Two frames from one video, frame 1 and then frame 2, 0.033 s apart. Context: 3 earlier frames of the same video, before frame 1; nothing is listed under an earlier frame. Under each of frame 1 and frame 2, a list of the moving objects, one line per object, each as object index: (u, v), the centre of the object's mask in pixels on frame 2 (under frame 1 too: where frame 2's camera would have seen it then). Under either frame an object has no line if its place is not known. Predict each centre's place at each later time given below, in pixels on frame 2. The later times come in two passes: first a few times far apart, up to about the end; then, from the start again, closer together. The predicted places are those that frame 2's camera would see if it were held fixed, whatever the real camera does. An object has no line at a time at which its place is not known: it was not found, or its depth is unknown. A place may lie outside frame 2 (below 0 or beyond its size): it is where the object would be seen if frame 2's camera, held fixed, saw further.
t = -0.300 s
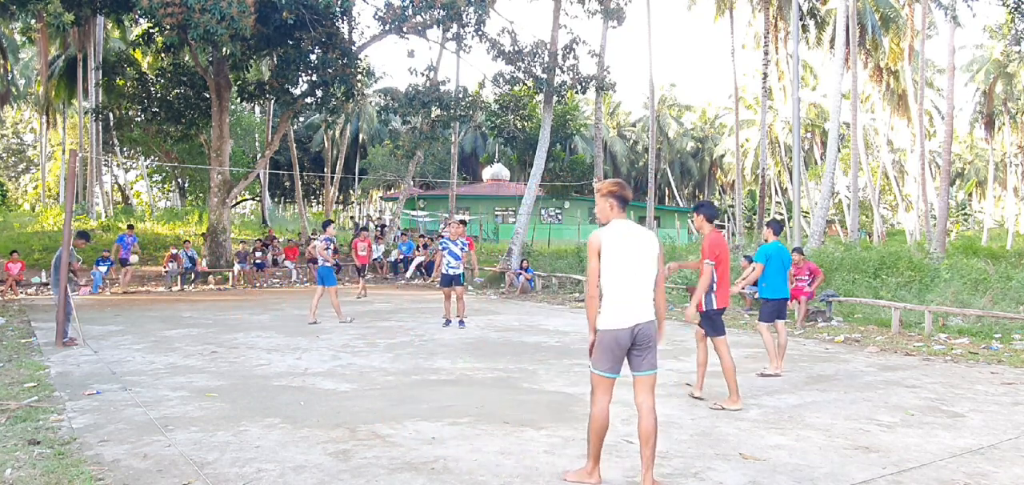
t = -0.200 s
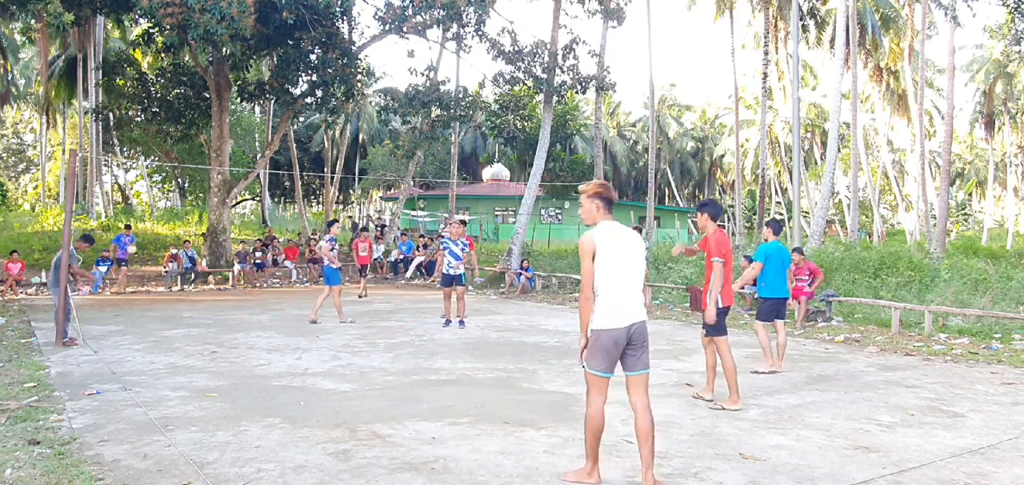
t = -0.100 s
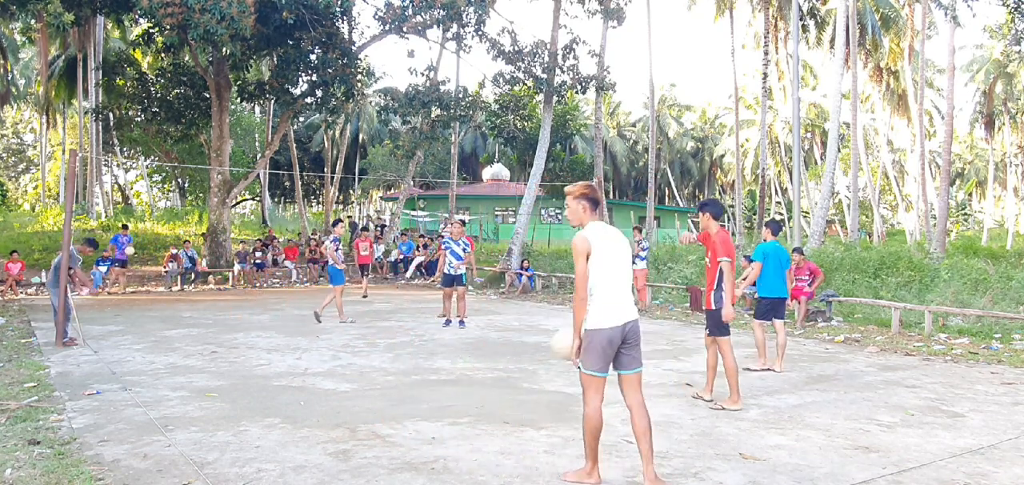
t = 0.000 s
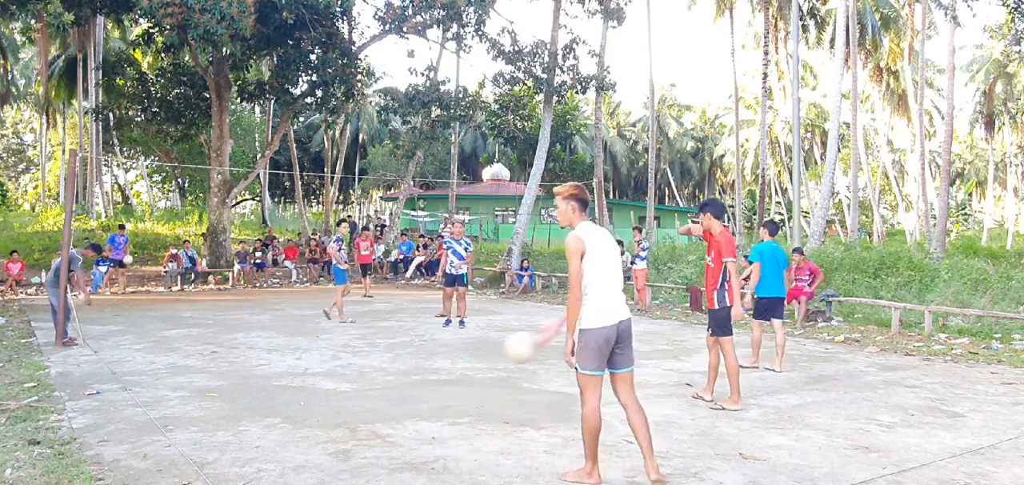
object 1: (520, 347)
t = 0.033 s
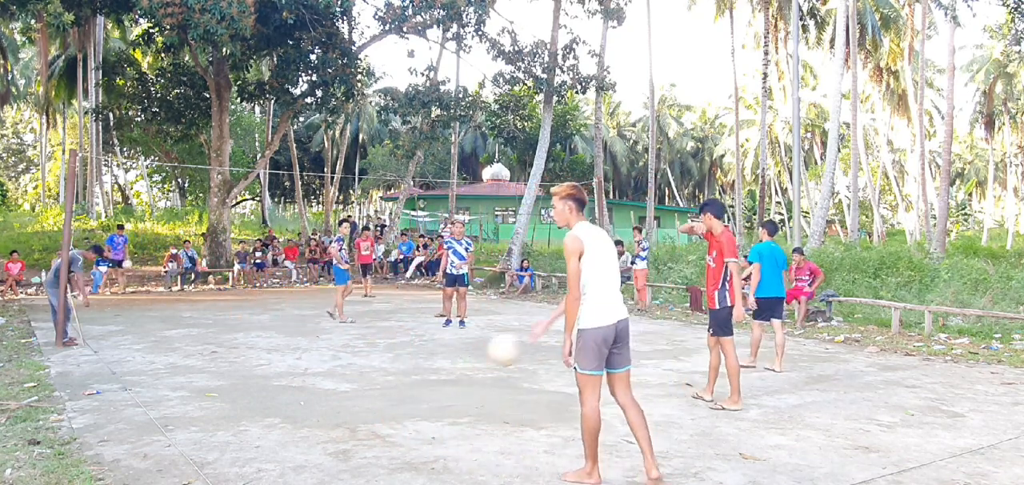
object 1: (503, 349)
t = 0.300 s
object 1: (372, 431)
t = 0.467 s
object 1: (304, 405)
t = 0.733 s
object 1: (203, 372)
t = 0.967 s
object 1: (112, 431)
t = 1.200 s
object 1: (8, 451)
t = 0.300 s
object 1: (372, 431)
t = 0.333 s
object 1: (356, 453)
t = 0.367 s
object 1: (343, 449)
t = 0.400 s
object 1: (331, 433)
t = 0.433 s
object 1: (317, 418)
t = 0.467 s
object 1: (304, 405)
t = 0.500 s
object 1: (292, 397)
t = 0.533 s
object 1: (279, 388)
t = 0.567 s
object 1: (267, 381)
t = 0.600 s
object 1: (254, 375)
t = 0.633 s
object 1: (241, 372)
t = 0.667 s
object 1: (228, 370)
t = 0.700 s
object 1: (215, 369)
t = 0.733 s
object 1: (203, 372)
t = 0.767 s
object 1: (190, 374)
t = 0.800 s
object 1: (176, 380)
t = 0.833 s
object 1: (164, 386)
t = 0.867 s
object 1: (151, 395)
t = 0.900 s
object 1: (138, 405)
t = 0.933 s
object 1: (125, 418)
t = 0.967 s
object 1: (112, 431)
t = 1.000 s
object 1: (98, 447)
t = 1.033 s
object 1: (85, 464)
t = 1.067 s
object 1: (69, 462)
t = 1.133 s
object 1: (33, 453)
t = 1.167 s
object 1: (17, 451)
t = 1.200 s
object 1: (8, 451)
